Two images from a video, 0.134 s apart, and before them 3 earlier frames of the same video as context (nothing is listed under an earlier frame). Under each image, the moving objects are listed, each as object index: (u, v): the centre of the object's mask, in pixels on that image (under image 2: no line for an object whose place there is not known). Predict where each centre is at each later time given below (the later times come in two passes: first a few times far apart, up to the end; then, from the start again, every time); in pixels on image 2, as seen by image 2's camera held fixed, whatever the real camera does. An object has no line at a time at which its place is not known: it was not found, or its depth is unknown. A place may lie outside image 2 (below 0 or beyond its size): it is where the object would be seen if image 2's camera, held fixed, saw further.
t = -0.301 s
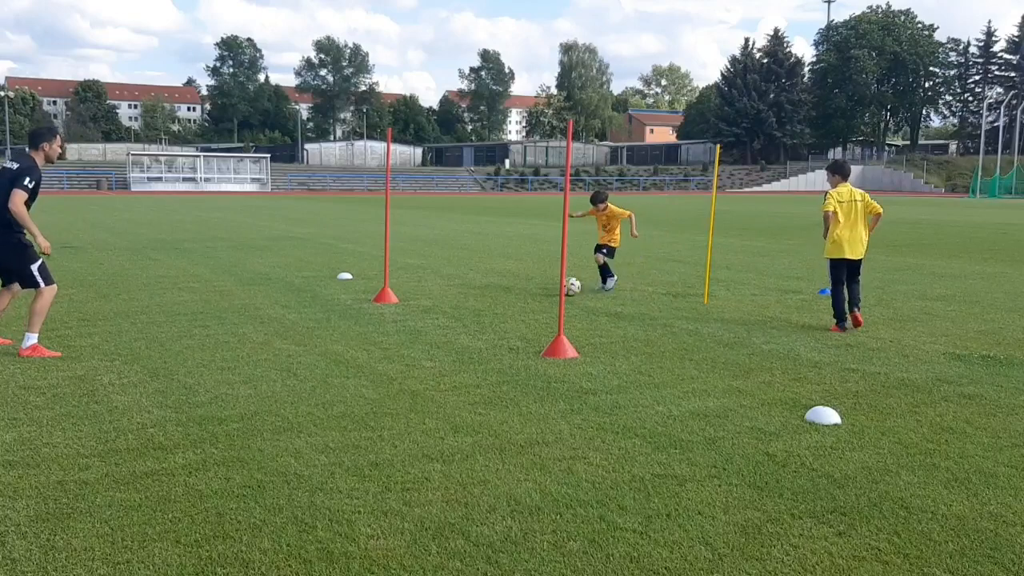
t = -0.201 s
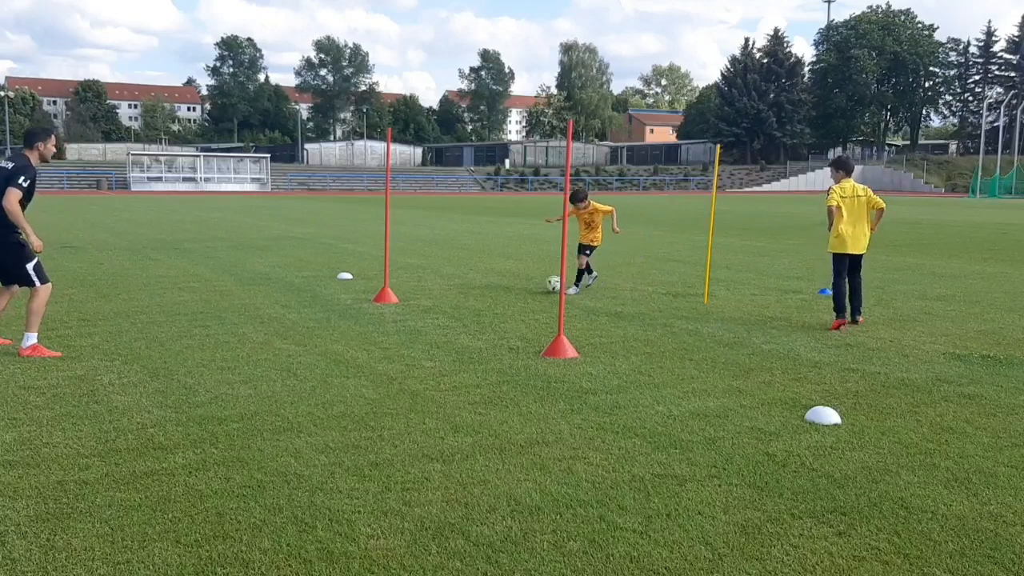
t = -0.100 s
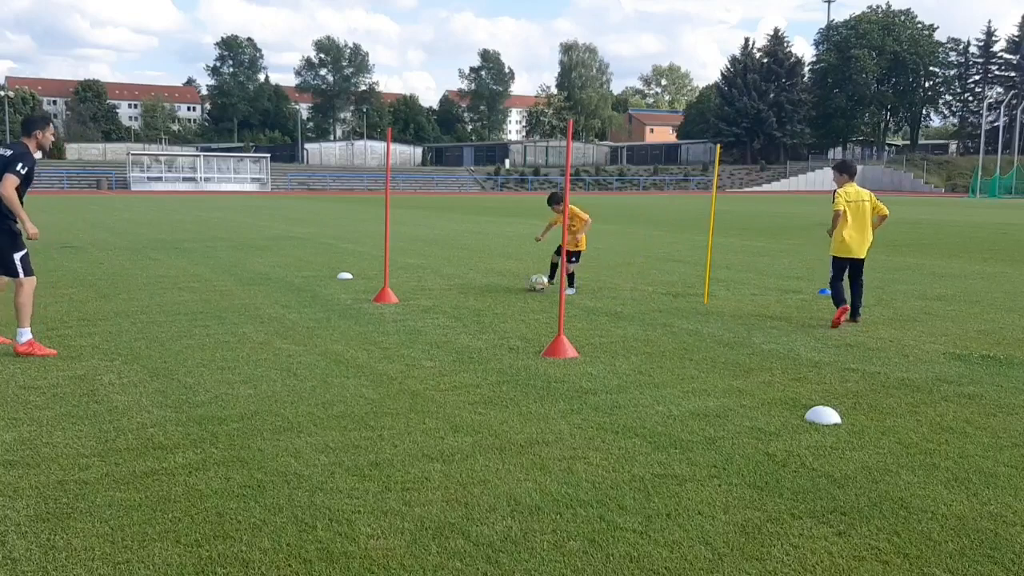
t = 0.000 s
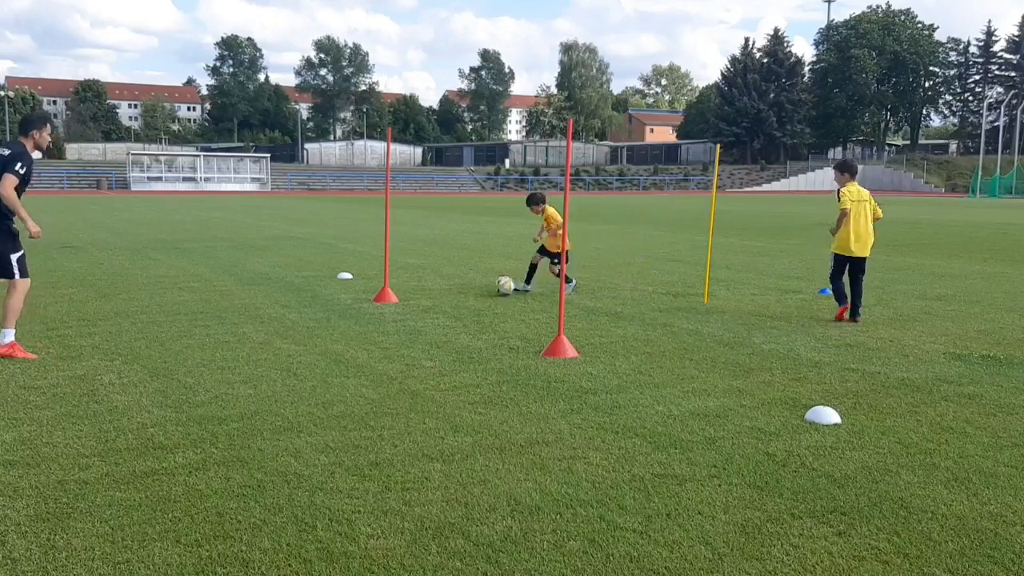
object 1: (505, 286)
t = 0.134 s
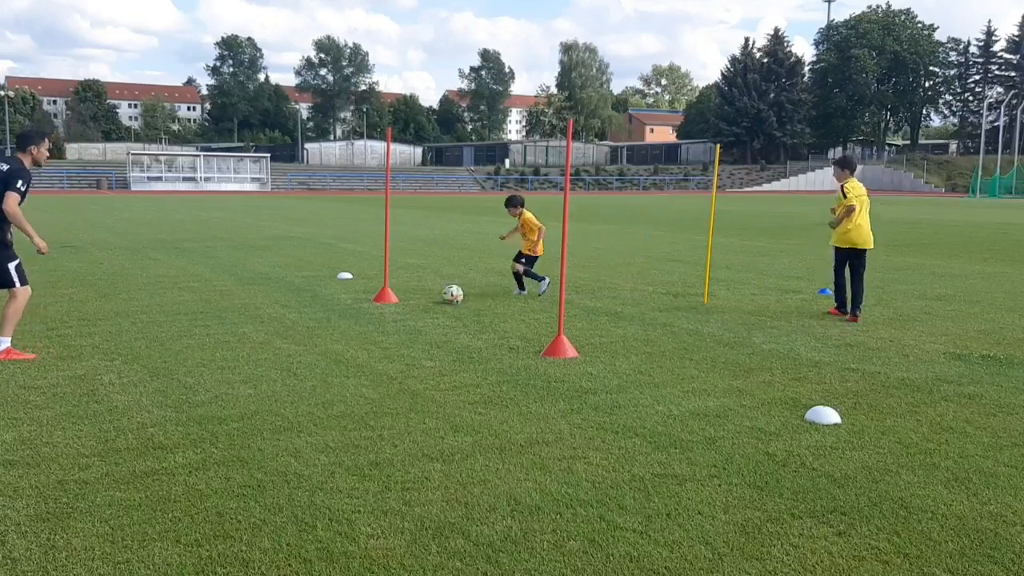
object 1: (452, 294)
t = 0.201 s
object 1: (427, 296)
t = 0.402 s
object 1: (349, 307)
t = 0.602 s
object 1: (267, 319)
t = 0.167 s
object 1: (440, 296)
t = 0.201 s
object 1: (427, 296)
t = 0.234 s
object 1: (414, 298)
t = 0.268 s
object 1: (402, 301)
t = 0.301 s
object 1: (387, 303)
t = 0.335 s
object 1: (374, 304)
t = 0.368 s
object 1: (362, 306)
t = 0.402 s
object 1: (349, 307)
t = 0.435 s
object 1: (336, 309)
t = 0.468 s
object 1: (322, 312)
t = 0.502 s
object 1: (309, 313)
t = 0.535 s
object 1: (295, 315)
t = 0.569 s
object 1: (281, 316)
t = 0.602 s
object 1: (267, 319)
